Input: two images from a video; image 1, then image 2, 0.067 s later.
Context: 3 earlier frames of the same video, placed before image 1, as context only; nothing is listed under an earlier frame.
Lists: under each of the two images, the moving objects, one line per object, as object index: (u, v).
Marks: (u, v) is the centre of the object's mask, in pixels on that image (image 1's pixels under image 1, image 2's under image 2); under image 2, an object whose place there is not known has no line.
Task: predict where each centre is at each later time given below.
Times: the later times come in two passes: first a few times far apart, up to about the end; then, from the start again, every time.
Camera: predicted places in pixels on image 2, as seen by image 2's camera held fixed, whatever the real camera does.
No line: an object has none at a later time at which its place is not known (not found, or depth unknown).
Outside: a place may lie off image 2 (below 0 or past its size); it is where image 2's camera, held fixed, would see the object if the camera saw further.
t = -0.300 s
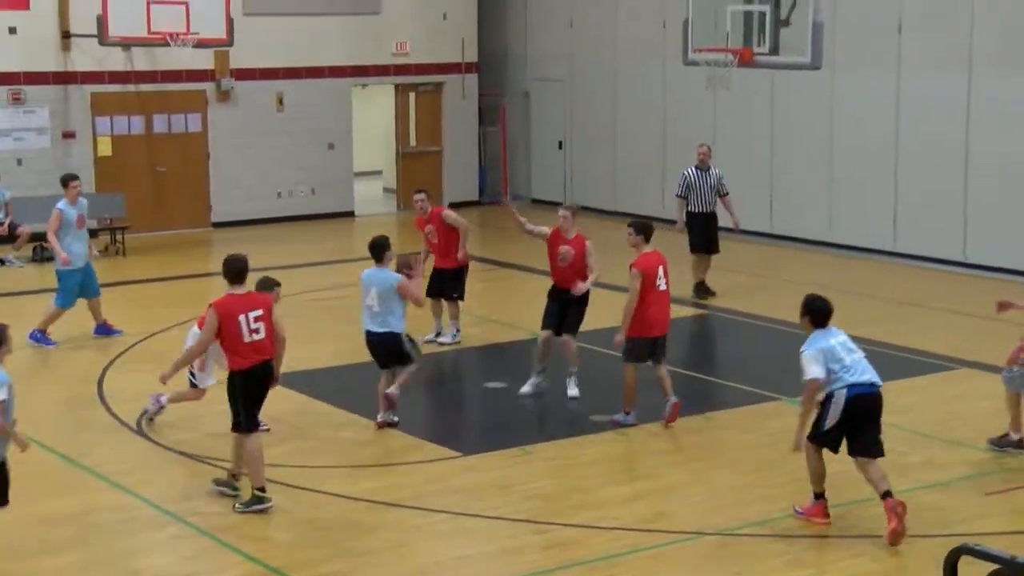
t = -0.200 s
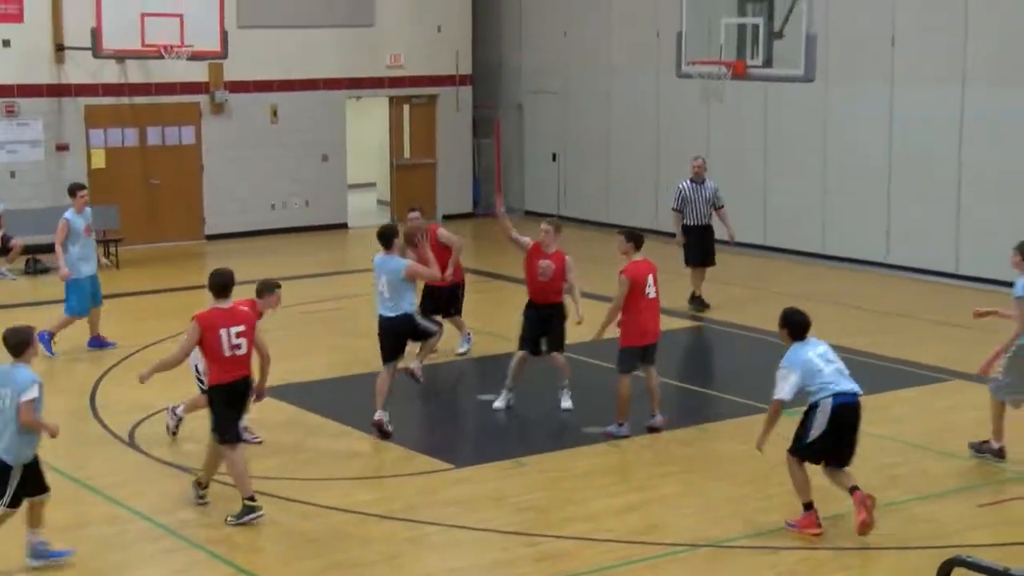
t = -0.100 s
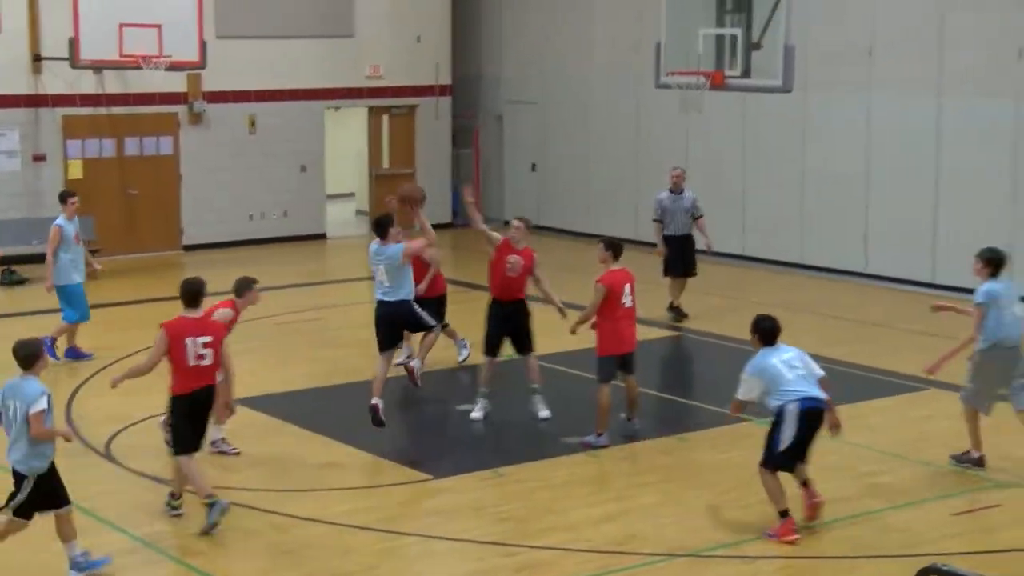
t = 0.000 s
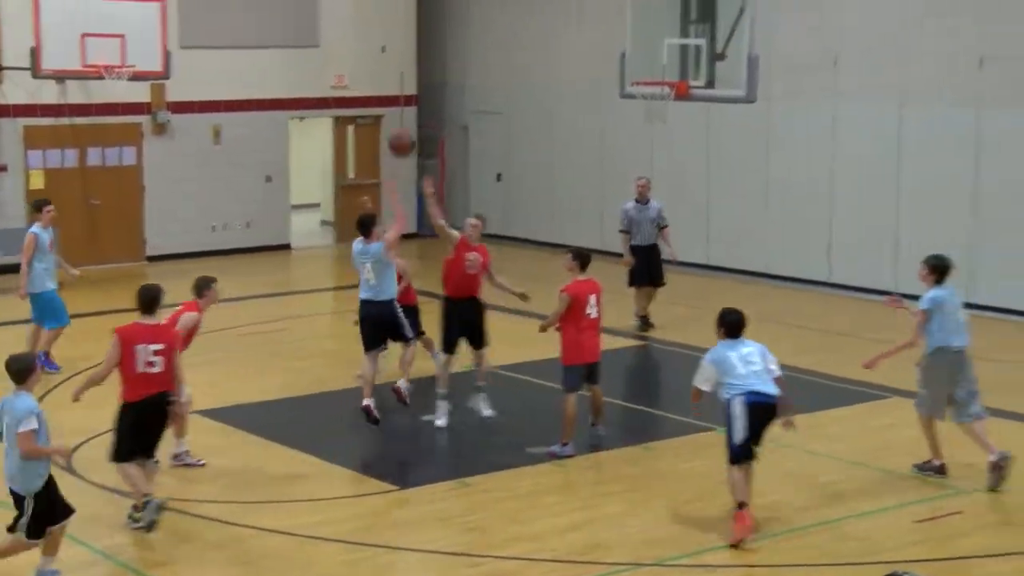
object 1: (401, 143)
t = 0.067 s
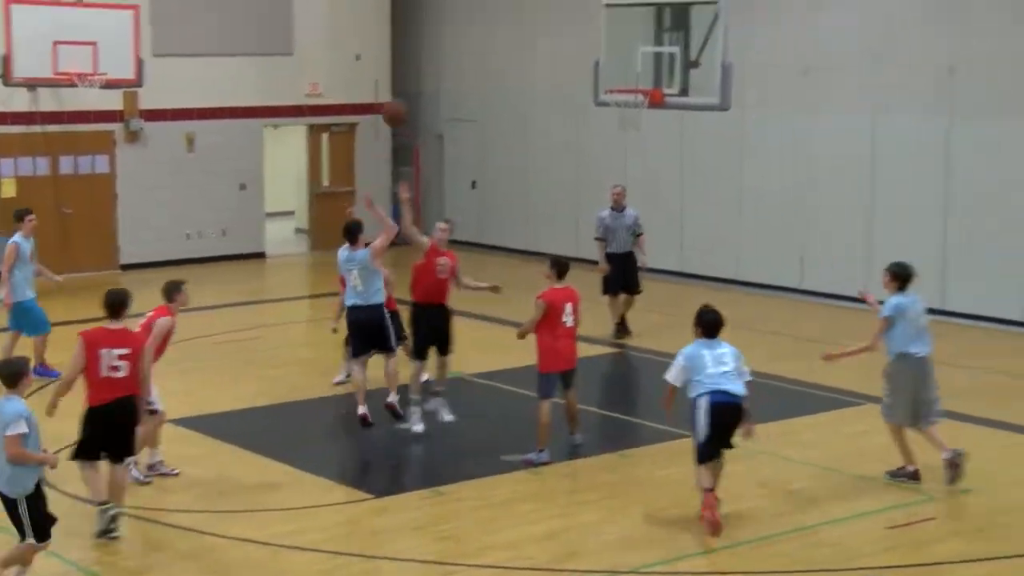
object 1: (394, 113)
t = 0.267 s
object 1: (449, 29)
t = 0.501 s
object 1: (508, -8)
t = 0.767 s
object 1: (569, 23)
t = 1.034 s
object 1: (606, 70)
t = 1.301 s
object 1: (608, 79)
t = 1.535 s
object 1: (630, 85)
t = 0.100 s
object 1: (404, 93)
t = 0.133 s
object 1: (414, 80)
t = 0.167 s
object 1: (424, 64)
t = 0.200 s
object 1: (432, 51)
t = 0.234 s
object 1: (441, 40)
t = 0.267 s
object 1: (449, 29)
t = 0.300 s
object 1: (458, 20)
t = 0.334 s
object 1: (466, 13)
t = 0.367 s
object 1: (475, 6)
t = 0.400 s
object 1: (483, 0)
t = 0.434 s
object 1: (491, -3)
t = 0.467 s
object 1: (500, -6)
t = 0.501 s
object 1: (508, -8)
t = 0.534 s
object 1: (515, -8)
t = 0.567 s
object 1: (524, -7)
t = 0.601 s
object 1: (531, -5)
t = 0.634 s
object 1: (540, -2)
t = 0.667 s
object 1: (547, 3)
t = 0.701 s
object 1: (554, 8)
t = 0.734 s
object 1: (561, 15)
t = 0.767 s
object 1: (569, 23)
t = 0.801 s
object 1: (576, 32)
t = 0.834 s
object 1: (583, 42)
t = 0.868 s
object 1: (590, 53)
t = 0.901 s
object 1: (597, 64)
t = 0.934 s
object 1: (604, 76)
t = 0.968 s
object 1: (606, 78)
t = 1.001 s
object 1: (607, 74)
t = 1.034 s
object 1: (606, 70)
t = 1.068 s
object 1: (606, 67)
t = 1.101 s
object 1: (606, 66)
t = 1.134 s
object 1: (606, 65)
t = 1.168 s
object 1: (606, 66)
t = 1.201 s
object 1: (607, 67)
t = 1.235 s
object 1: (607, 70)
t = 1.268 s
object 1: (607, 74)
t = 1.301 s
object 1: (608, 79)
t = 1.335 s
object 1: (612, 78)
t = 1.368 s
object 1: (614, 78)
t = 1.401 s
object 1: (617, 79)
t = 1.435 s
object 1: (620, 81)
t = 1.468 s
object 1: (623, 81)
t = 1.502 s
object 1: (626, 81)
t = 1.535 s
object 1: (630, 85)
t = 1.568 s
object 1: (632, 86)
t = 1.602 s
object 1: (635, 89)
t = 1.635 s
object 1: (636, 92)
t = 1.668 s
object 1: (637, 93)
